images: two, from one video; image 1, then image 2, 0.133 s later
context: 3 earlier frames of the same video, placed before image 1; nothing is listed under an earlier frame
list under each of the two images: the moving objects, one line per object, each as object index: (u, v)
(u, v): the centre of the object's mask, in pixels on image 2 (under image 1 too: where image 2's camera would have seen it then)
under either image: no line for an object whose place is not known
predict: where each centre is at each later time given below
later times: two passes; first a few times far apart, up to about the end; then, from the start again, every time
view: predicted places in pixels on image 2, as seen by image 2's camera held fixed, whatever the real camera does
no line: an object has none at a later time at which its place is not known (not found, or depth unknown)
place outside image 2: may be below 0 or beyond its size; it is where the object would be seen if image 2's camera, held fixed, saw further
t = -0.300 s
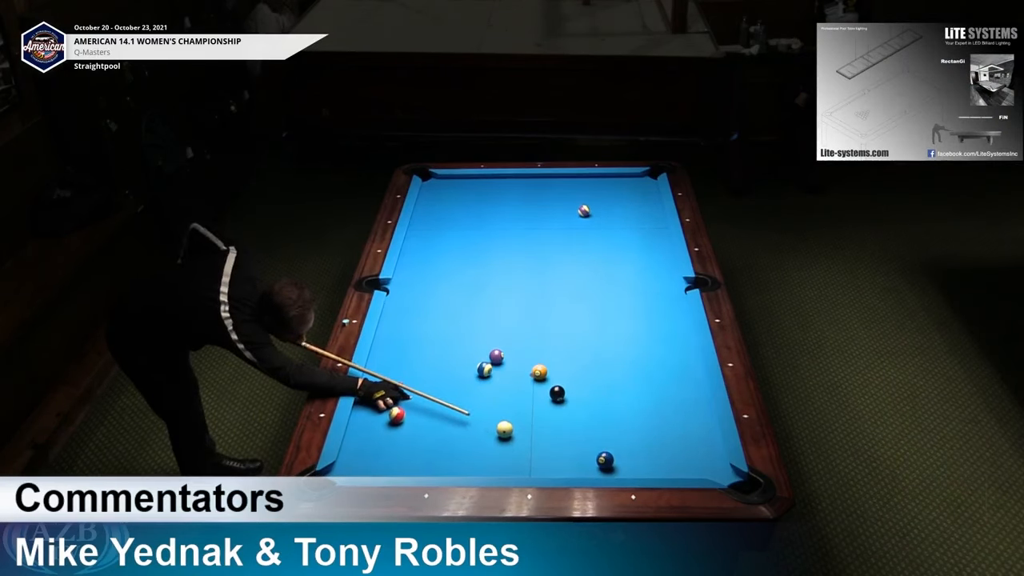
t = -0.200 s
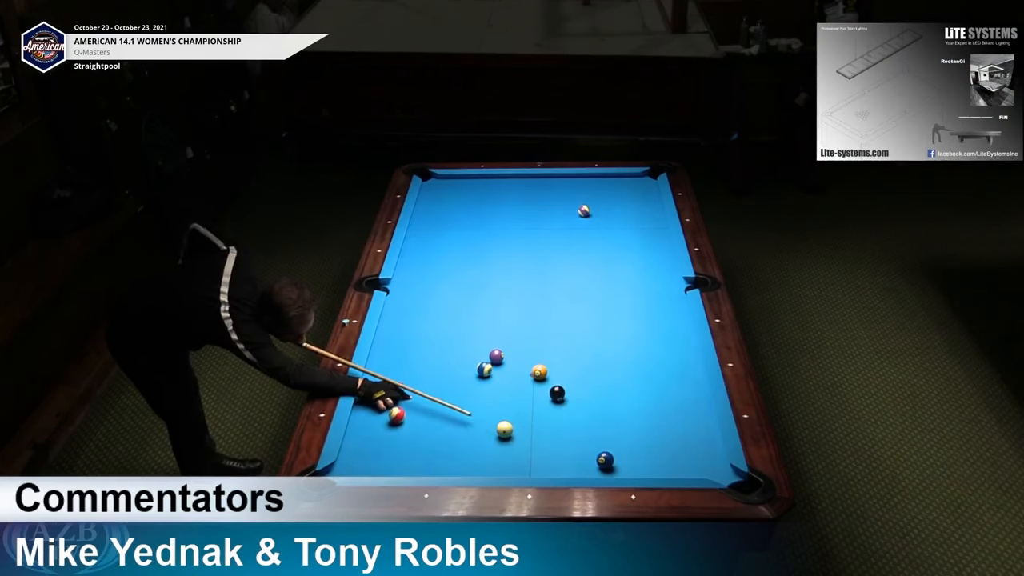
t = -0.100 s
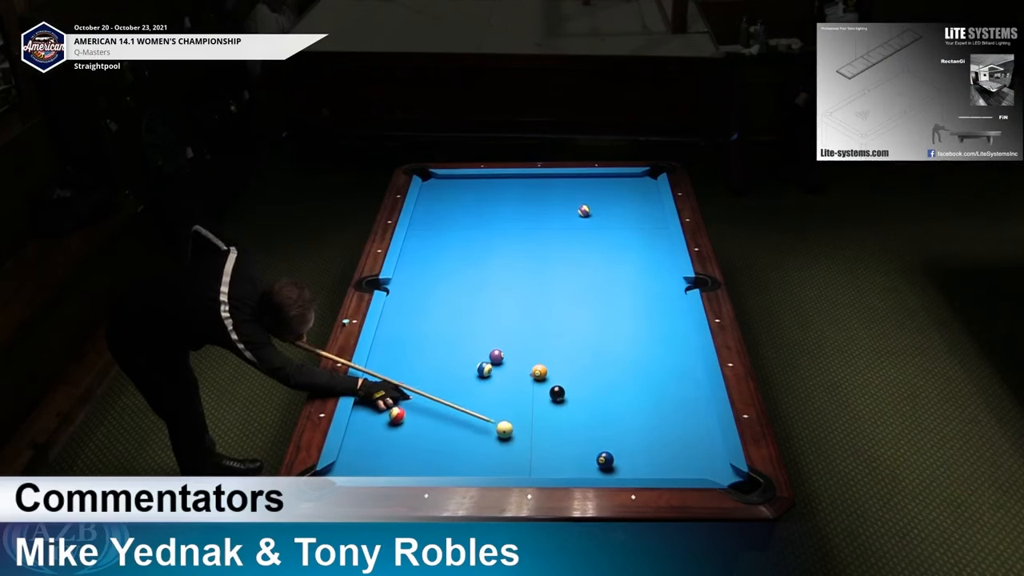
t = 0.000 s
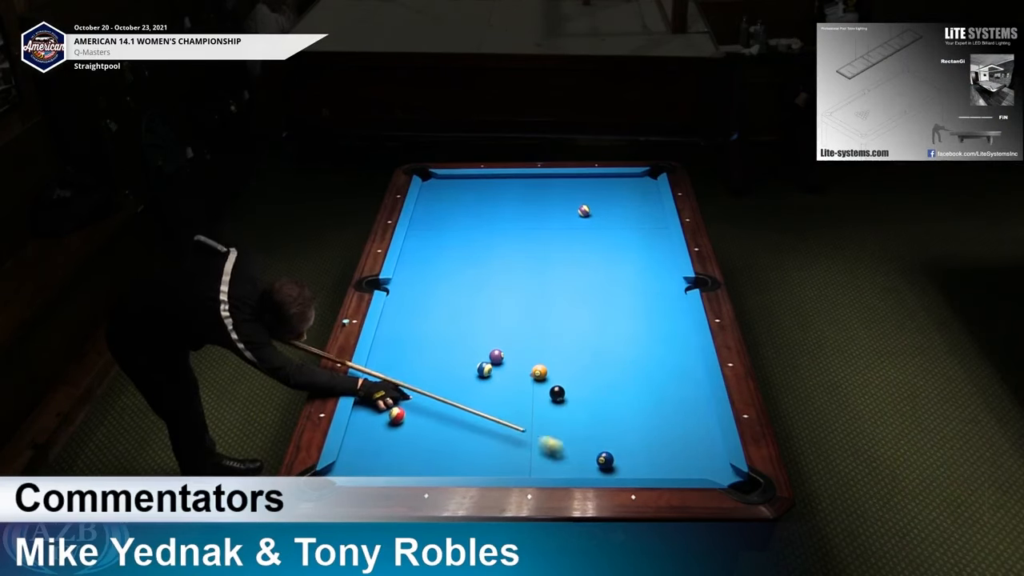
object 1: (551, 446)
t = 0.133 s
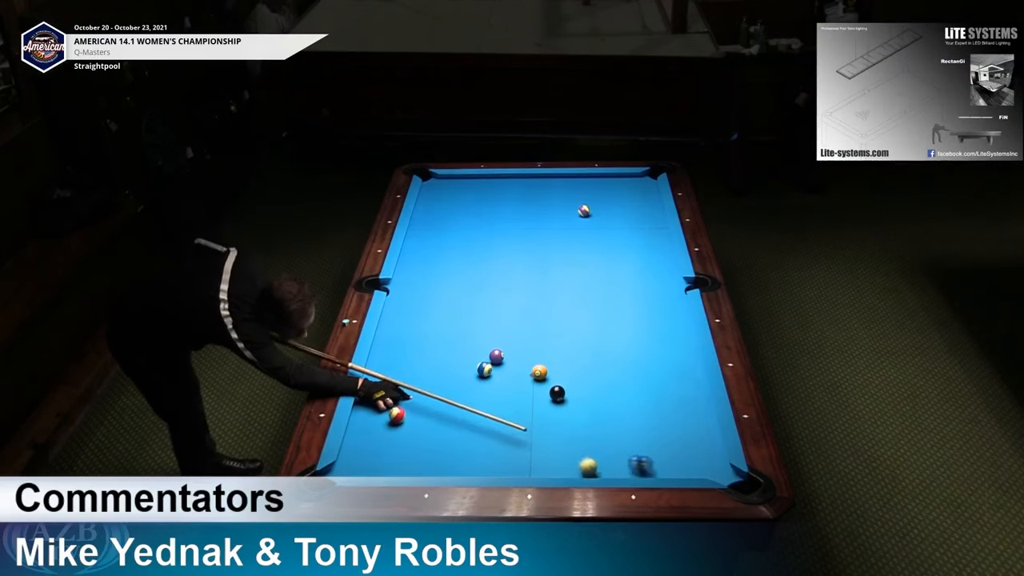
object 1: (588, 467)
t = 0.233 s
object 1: (595, 469)
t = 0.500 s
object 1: (621, 451)
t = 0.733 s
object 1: (644, 436)
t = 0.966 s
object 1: (665, 422)
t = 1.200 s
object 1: (684, 409)
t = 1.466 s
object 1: (704, 397)
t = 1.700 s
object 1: (691, 388)
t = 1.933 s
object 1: (679, 380)
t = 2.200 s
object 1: (668, 373)
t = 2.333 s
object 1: (662, 369)
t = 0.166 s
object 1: (590, 470)
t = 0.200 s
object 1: (592, 472)
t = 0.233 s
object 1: (595, 469)
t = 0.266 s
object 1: (598, 468)
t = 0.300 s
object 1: (601, 465)
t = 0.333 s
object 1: (605, 464)
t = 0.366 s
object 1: (608, 461)
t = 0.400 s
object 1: (611, 458)
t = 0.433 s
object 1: (615, 455)
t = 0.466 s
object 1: (618, 453)
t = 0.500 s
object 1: (621, 451)
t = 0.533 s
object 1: (625, 448)
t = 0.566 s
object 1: (628, 446)
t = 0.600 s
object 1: (631, 444)
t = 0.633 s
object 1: (635, 442)
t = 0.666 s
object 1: (638, 440)
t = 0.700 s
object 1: (641, 438)
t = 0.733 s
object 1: (644, 436)
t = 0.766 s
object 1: (647, 434)
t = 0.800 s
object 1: (650, 432)
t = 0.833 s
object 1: (653, 430)
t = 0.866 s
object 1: (656, 428)
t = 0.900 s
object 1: (659, 426)
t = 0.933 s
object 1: (662, 424)
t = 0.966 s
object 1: (665, 422)
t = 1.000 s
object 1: (667, 420)
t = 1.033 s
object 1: (670, 418)
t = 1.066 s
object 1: (673, 417)
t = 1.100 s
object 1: (676, 415)
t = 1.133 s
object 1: (679, 413)
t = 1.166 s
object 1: (681, 411)
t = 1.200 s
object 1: (684, 409)
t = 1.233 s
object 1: (686, 408)
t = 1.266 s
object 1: (689, 406)
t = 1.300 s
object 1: (691, 404)
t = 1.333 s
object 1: (694, 403)
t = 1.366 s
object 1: (696, 401)
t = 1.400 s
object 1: (699, 400)
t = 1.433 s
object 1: (701, 398)
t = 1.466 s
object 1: (704, 397)
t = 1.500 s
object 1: (702, 395)
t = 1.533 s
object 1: (700, 394)
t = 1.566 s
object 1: (698, 393)
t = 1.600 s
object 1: (696, 392)
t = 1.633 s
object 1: (695, 391)
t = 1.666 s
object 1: (693, 389)
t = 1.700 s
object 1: (691, 388)
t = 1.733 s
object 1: (689, 387)
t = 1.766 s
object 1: (688, 386)
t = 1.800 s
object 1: (686, 385)
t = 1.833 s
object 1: (684, 383)
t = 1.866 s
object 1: (683, 382)
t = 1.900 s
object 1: (681, 381)
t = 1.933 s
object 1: (679, 380)
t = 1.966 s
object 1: (678, 379)
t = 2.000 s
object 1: (676, 379)
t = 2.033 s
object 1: (675, 377)
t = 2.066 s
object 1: (673, 376)
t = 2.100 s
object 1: (672, 375)
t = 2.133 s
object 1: (671, 375)
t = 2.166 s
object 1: (669, 374)
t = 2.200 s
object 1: (668, 373)
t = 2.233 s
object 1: (666, 372)
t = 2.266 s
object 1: (665, 371)
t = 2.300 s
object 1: (663, 370)
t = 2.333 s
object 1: (662, 369)
